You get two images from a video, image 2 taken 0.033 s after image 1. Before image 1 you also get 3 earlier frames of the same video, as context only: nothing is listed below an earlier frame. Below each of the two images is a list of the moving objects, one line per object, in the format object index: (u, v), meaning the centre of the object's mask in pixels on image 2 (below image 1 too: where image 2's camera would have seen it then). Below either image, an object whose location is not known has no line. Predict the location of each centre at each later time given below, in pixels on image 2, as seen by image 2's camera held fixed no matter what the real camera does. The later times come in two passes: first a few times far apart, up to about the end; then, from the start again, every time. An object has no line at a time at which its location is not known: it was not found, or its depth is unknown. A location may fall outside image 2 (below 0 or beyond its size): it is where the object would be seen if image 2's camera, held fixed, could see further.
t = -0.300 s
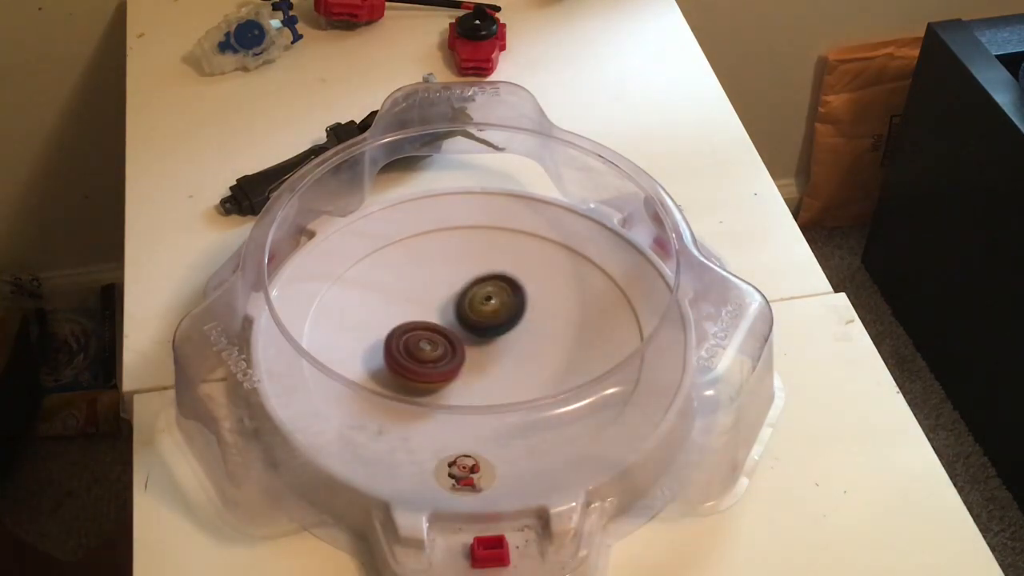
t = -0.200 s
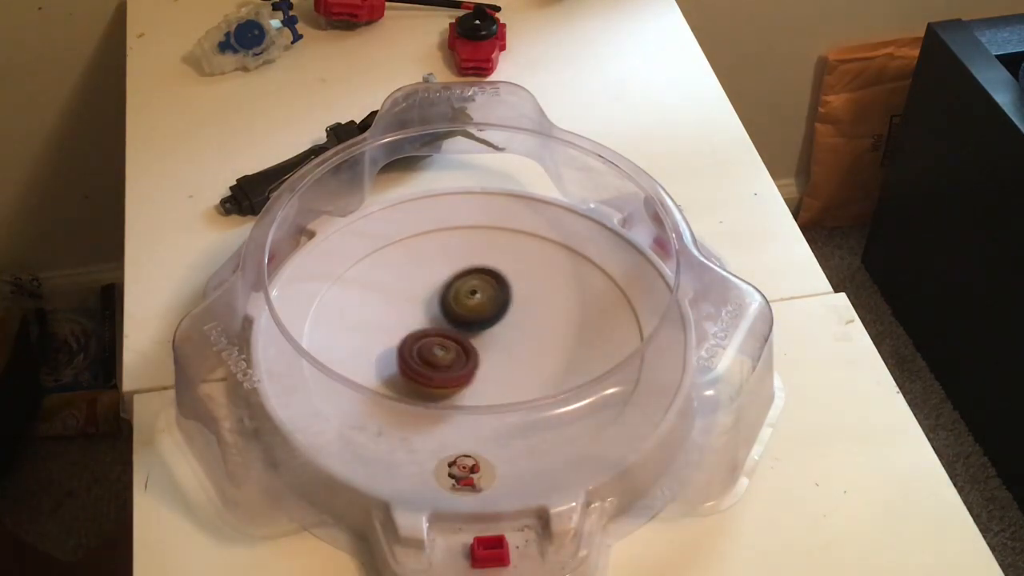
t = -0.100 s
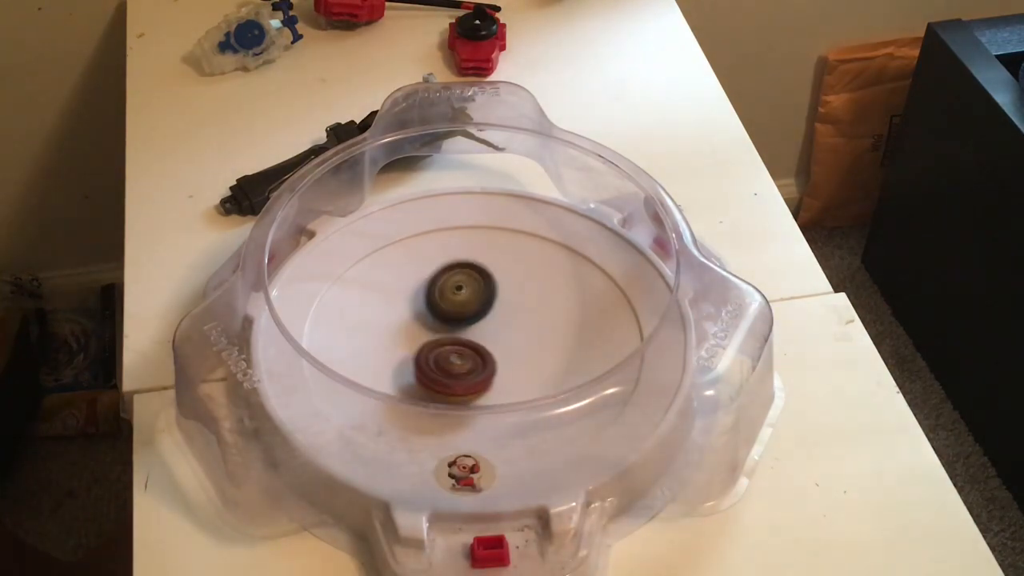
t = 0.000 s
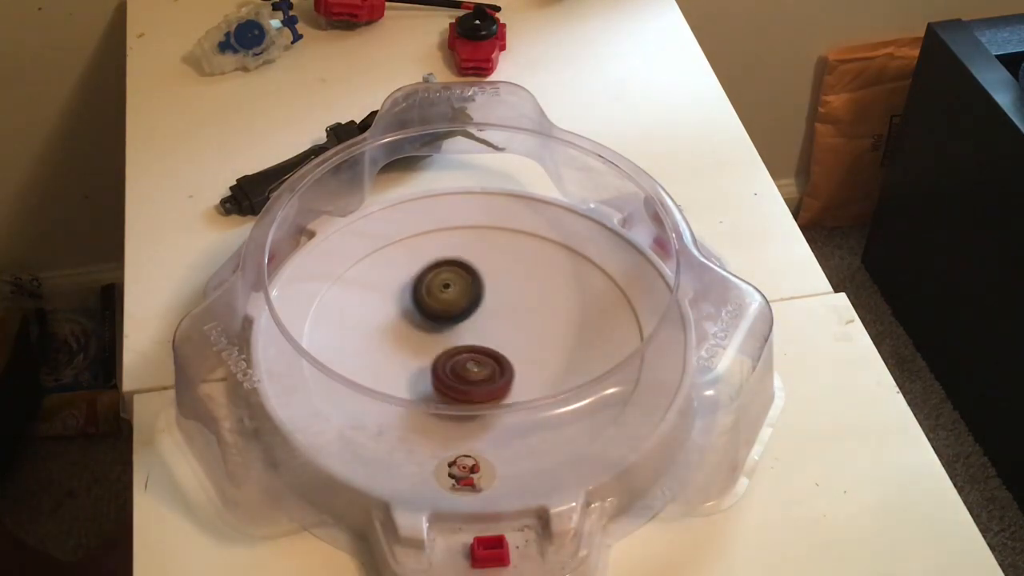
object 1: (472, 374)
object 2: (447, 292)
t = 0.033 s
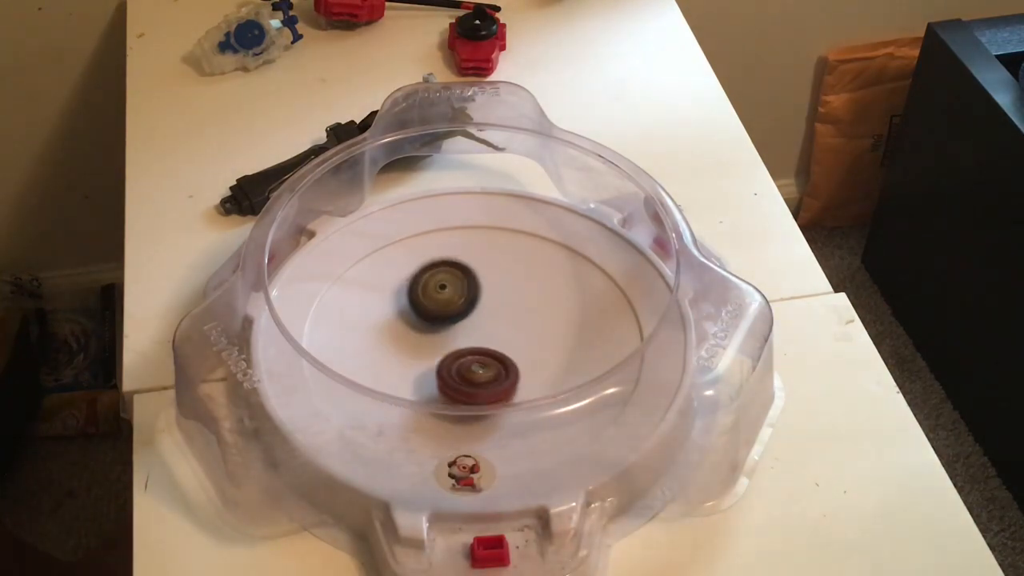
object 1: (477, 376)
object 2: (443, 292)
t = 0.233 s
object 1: (499, 377)
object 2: (429, 305)
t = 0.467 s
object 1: (510, 359)
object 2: (423, 331)
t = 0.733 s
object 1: (533, 322)
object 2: (426, 360)
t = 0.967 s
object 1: (522, 309)
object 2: (453, 372)
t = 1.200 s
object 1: (488, 301)
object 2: (488, 373)
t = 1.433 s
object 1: (451, 294)
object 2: (516, 361)
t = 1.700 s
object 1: (432, 312)
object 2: (526, 335)
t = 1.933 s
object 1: (420, 339)
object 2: (518, 312)
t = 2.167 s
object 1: (431, 356)
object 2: (493, 300)
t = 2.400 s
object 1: (466, 369)
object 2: (461, 299)
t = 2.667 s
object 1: (503, 369)
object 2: (431, 314)
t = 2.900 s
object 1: (516, 350)
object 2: (421, 337)
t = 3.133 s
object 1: (524, 321)
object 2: (432, 358)
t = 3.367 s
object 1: (508, 305)
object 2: (462, 369)
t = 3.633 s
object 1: (470, 298)
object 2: (501, 366)
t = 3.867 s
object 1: (442, 306)
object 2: (519, 349)
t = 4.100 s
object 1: (426, 327)
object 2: (521, 326)
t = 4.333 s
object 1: (429, 349)
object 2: (503, 308)
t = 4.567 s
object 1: (457, 364)
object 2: (470, 301)
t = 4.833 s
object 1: (496, 370)
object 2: (437, 311)
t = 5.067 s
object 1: (512, 351)
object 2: (424, 333)
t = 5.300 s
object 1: (519, 324)
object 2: (433, 356)
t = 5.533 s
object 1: (503, 306)
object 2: (463, 368)
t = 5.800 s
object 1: (467, 301)
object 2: (502, 364)
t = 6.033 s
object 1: (440, 314)
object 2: (519, 343)
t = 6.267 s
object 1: (428, 336)
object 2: (518, 320)
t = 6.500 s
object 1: (441, 355)
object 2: (492, 306)
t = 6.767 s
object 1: (480, 366)
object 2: (455, 305)
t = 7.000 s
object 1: (506, 357)
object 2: (434, 323)
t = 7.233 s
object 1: (516, 334)
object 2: (434, 346)
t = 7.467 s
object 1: (506, 312)
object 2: (457, 364)
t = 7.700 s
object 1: (478, 302)
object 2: (490, 366)
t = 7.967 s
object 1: (445, 312)
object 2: (514, 346)
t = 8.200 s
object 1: (433, 333)
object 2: (513, 323)
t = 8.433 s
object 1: (443, 354)
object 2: (489, 307)
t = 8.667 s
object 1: (476, 367)
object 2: (458, 305)
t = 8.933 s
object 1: (505, 357)
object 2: (434, 327)
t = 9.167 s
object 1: (519, 332)
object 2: (436, 350)
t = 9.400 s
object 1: (508, 310)
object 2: (464, 365)
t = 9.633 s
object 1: (475, 302)
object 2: (499, 362)
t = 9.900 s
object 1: (440, 316)
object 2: (516, 337)
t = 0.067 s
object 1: (482, 378)
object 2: (440, 293)
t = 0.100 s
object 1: (486, 378)
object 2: (437, 295)
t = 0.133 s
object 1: (490, 379)
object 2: (435, 297)
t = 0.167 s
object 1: (494, 379)
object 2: (433, 299)
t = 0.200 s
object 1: (497, 378)
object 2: (431, 302)
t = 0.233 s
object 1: (499, 377)
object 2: (429, 305)
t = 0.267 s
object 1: (500, 376)
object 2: (428, 308)
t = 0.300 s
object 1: (501, 374)
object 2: (427, 312)
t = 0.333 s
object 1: (503, 371)
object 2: (426, 316)
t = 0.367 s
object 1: (504, 369)
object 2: (425, 319)
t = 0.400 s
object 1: (505, 367)
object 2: (424, 323)
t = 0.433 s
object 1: (507, 364)
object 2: (424, 327)
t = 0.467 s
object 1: (510, 359)
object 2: (423, 331)
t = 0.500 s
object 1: (512, 355)
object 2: (423, 335)
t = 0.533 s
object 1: (515, 350)
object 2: (422, 339)
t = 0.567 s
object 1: (518, 346)
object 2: (421, 343)
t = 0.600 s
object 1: (522, 340)
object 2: (422, 347)
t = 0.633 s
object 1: (526, 335)
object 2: (422, 350)
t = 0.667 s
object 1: (529, 330)
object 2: (422, 354)
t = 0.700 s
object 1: (532, 326)
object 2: (424, 357)
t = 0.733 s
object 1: (533, 322)
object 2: (426, 360)
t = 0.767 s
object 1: (534, 319)
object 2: (429, 362)
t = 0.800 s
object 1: (534, 316)
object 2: (432, 365)
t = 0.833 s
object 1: (533, 314)
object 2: (435, 367)
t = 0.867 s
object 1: (531, 312)
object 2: (439, 369)
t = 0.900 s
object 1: (528, 311)
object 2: (444, 370)
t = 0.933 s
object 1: (525, 310)
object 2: (448, 372)
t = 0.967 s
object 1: (522, 309)
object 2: (453, 372)
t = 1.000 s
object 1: (518, 308)
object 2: (458, 373)
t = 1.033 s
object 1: (513, 307)
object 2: (463, 374)
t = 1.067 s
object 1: (509, 305)
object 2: (468, 374)
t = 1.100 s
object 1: (504, 304)
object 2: (472, 374)
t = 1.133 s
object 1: (499, 303)
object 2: (477, 374)
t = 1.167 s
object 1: (494, 302)
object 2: (483, 374)
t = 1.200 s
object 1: (488, 301)
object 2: (488, 373)
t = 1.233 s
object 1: (482, 299)
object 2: (493, 372)
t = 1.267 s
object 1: (476, 297)
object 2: (498, 371)
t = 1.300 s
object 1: (471, 296)
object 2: (502, 370)
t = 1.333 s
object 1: (465, 294)
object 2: (506, 368)
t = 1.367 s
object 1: (460, 293)
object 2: (510, 366)
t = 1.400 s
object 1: (455, 293)
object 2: (513, 364)
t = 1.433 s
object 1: (451, 294)
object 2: (516, 361)
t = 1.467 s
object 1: (448, 295)
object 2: (519, 359)
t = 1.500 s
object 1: (445, 296)
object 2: (521, 356)
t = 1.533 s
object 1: (442, 298)
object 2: (523, 353)
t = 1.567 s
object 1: (440, 300)
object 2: (524, 349)
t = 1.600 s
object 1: (438, 303)
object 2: (525, 346)
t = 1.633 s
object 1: (436, 306)
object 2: (525, 342)
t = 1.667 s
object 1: (435, 309)
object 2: (526, 338)
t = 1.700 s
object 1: (432, 312)
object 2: (526, 335)
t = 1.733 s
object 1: (430, 316)
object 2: (526, 331)
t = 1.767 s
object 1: (428, 319)
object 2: (526, 327)
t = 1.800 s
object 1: (426, 323)
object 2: (525, 324)
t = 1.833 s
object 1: (424, 327)
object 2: (524, 321)
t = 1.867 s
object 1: (422, 331)
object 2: (523, 318)
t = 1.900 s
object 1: (421, 335)
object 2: (521, 315)
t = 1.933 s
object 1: (420, 339)
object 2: (518, 312)
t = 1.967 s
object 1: (419, 344)
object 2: (516, 310)
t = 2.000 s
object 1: (419, 345)
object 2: (512, 308)
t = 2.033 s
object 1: (420, 348)
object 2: (509, 305)
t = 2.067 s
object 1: (422, 351)
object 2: (505, 303)
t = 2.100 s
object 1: (424, 353)
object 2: (501, 302)
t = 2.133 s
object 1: (427, 355)
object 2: (497, 300)
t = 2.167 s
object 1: (431, 356)
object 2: (493, 300)
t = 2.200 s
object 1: (435, 358)
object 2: (488, 299)
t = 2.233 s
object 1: (439, 360)
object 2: (484, 299)
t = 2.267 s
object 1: (444, 362)
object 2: (480, 298)
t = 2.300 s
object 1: (449, 364)
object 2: (475, 299)
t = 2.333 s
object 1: (455, 366)
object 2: (470, 298)
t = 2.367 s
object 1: (460, 369)
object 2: (466, 299)
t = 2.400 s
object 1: (466, 369)
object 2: (461, 299)
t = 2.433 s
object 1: (472, 370)
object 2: (456, 300)
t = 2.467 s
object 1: (477, 372)
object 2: (451, 301)
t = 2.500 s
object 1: (483, 372)
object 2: (447, 303)
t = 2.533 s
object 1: (488, 372)
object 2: (443, 304)
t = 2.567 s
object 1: (492, 372)
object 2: (440, 306)
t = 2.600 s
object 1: (496, 371)
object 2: (436, 309)
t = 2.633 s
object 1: (500, 370)
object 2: (433, 311)
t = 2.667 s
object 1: (503, 369)
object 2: (431, 314)
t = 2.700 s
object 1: (505, 368)
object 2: (429, 316)
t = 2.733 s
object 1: (508, 365)
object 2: (426, 319)
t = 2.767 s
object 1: (510, 363)
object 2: (425, 323)
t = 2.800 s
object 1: (512, 360)
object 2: (423, 326)
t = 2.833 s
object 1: (513, 357)
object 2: (422, 330)
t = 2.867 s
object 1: (515, 354)
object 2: (421, 333)
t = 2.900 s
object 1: (516, 350)
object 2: (421, 337)
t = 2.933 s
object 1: (518, 346)
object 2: (421, 340)
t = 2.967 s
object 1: (520, 341)
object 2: (421, 343)
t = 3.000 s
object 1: (522, 337)
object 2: (422, 347)
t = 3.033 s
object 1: (523, 332)
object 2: (424, 350)
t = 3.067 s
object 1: (524, 328)
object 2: (426, 352)
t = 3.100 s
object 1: (524, 325)
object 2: (429, 355)
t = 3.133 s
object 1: (524, 321)
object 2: (432, 358)
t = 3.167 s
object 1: (524, 318)
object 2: (436, 359)
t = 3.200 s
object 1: (522, 316)
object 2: (439, 361)
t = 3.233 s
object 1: (520, 313)
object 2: (444, 363)
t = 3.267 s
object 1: (517, 311)
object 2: (448, 365)
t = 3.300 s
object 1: (514, 309)
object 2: (452, 366)
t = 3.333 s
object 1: (511, 307)
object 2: (457, 367)
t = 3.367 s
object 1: (508, 305)
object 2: (462, 369)
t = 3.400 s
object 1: (504, 304)
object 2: (467, 369)
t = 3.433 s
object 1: (500, 303)
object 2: (472, 371)
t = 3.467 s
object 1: (495, 302)
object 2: (477, 371)
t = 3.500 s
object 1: (491, 301)
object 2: (482, 370)
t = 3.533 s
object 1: (486, 300)
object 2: (487, 370)
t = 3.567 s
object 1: (481, 299)
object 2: (492, 369)
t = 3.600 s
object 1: (475, 299)
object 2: (496, 368)
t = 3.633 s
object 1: (470, 298)
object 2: (501, 366)
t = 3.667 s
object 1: (465, 298)
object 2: (504, 365)
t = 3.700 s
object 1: (461, 299)
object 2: (508, 363)
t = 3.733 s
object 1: (456, 300)
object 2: (511, 361)
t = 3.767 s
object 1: (452, 301)
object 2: (514, 358)
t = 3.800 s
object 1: (449, 303)
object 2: (516, 355)
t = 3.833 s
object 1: (445, 305)
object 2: (518, 352)
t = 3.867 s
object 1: (442, 306)
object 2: (519, 349)
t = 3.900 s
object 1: (439, 309)
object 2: (520, 345)
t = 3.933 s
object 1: (436, 312)
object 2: (521, 342)
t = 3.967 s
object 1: (433, 314)
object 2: (522, 339)
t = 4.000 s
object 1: (431, 317)
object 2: (523, 335)
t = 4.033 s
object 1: (429, 320)
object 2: (523, 331)
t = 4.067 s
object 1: (427, 324)
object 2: (523, 328)
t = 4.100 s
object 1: (426, 327)
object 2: (521, 326)
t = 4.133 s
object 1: (425, 331)
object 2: (520, 323)
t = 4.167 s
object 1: (424, 335)
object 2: (518, 320)
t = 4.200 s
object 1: (424, 338)
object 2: (516, 317)
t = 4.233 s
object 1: (424, 341)
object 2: (513, 315)
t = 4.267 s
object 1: (425, 345)
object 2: (510, 312)
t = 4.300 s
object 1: (426, 347)
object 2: (506, 310)
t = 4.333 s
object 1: (429, 349)
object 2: (503, 308)
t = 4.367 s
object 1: (432, 351)
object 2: (499, 306)
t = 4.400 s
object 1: (434, 353)
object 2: (494, 305)
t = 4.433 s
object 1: (438, 356)
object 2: (490, 304)
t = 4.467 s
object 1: (442, 358)
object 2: (485, 303)
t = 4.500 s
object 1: (446, 361)
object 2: (480, 302)
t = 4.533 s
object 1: (451, 362)
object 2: (475, 302)
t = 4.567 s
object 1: (457, 364)
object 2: (470, 301)
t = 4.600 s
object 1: (462, 366)
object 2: (465, 301)
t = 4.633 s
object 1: (468, 367)
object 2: (461, 301)
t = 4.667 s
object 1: (473, 368)
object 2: (456, 302)
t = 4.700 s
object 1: (479, 368)
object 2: (451, 304)
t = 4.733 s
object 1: (484, 371)
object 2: (447, 305)
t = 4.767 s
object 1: (489, 371)
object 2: (443, 307)
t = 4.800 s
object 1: (493, 370)
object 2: (440, 309)
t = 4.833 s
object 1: (496, 370)
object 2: (437, 311)
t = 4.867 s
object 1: (499, 368)
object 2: (434, 314)
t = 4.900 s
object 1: (502, 365)
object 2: (432, 317)
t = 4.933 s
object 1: (505, 363)
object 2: (430, 320)
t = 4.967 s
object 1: (507, 360)
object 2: (428, 323)
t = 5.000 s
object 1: (509, 357)
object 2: (426, 326)
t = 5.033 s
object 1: (511, 354)
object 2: (425, 330)
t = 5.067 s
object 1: (512, 351)
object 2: (424, 333)
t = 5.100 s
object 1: (514, 347)
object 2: (424, 337)
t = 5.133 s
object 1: (516, 343)
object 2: (424, 341)
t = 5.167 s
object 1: (517, 339)
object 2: (425, 344)
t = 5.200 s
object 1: (518, 335)
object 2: (426, 348)
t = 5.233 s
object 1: (519, 331)
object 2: (428, 350)
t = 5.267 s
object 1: (519, 327)
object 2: (430, 353)
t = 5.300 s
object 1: (519, 324)
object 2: (433, 356)
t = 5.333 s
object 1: (518, 320)
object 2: (436, 359)
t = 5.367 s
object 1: (517, 317)
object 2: (440, 361)
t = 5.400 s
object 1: (514, 314)
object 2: (444, 363)
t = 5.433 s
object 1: (512, 311)
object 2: (448, 364)
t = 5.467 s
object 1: (510, 309)
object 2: (453, 366)
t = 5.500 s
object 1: (506, 307)
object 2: (457, 367)
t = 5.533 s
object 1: (503, 306)
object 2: (463, 368)
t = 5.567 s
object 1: (499, 305)
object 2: (468, 369)
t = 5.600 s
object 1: (495, 304)
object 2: (473, 369)
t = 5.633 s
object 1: (491, 303)
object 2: (479, 369)
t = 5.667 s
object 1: (486, 302)
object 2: (484, 369)
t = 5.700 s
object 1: (481, 301)
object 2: (489, 369)
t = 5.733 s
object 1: (477, 301)
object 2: (494, 367)
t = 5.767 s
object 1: (472, 301)
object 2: (498, 365)
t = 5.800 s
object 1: (467, 301)
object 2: (502, 364)
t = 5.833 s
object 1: (463, 302)
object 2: (506, 362)
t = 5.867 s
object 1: (459, 303)
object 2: (509, 359)
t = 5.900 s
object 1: (455, 304)
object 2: (512, 357)
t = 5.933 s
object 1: (451, 306)
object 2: (514, 354)
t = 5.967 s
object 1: (447, 309)
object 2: (516, 351)
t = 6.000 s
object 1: (444, 311)
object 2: (518, 347)
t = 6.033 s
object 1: (440, 314)
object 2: (519, 343)
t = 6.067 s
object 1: (437, 316)
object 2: (521, 339)
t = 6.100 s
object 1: (435, 319)
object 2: (522, 336)
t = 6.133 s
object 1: (433, 323)
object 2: (522, 332)
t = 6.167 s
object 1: (431, 327)
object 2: (522, 329)
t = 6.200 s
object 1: (429, 330)
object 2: (521, 326)
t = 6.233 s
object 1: (429, 333)
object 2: (519, 323)
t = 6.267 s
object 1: (428, 336)
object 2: (518, 320)
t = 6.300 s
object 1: (428, 340)
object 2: (515, 317)
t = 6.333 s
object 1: (429, 343)
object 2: (512, 315)
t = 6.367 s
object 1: (430, 345)
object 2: (509, 312)
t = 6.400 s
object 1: (432, 349)
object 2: (505, 310)
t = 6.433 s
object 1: (434, 351)
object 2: (501, 308)
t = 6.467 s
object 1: (437, 353)
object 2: (496, 307)
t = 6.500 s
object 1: (441, 355)
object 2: (492, 306)
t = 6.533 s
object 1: (444, 358)
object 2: (487, 304)
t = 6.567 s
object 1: (448, 359)
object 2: (482, 303)
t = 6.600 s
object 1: (453, 361)
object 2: (478, 303)
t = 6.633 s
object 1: (458, 362)
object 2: (473, 302)
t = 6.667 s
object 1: (464, 364)
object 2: (468, 302)
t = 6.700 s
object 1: (469, 366)
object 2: (464, 303)
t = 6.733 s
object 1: (475, 366)
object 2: (460, 304)
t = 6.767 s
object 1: (480, 366)
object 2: (455, 305)
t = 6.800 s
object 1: (485, 366)
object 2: (451, 307)
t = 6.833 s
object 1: (489, 366)
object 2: (448, 309)
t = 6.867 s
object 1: (494, 365)
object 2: (444, 312)
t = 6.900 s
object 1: (497, 363)
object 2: (442, 314)
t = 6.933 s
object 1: (501, 362)
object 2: (439, 317)
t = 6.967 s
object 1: (504, 360)
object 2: (436, 320)
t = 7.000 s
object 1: (506, 357)
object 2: (434, 323)
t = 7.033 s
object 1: (509, 356)
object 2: (432, 327)
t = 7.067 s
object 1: (511, 352)
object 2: (432, 330)
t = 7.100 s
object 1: (512, 349)
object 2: (431, 333)
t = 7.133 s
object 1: (513, 345)
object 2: (431, 337)
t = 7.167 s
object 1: (515, 342)
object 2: (431, 340)
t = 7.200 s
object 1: (516, 338)
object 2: (432, 343)
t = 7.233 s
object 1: (516, 334)
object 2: (434, 346)
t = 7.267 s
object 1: (517, 330)
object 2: (436, 350)
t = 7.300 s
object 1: (516, 327)
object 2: (438, 353)
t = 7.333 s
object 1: (515, 323)
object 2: (441, 355)
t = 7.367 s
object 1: (514, 320)
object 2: (445, 358)
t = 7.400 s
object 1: (512, 317)
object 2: (449, 360)
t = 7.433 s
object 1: (510, 314)
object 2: (452, 362)
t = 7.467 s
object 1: (506, 312)
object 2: (457, 364)
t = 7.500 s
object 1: (503, 310)
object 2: (461, 366)
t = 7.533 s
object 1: (500, 308)
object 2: (466, 366)
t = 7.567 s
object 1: (496, 306)
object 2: (471, 368)
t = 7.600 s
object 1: (492, 305)
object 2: (476, 367)
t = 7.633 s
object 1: (487, 304)
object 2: (481, 368)
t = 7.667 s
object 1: (483, 303)
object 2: (486, 367)
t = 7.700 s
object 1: (478, 302)
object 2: (490, 366)
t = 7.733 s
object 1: (474, 302)
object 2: (494, 365)
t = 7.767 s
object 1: (469, 302)
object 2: (497, 363)
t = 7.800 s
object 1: (465, 303)
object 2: (501, 361)
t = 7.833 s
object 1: (460, 304)
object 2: (505, 359)
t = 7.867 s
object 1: (456, 305)
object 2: (508, 356)
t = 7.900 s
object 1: (452, 307)
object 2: (510, 353)
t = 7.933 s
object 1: (449, 309)
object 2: (512, 350)
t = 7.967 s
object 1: (445, 312)
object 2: (514, 346)
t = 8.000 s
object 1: (442, 315)
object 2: (516, 343)
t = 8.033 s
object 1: (439, 317)
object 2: (516, 339)
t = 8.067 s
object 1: (437, 320)
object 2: (517, 336)
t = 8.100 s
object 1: (435, 323)
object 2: (517, 332)
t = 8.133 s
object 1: (434, 326)
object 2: (516, 329)
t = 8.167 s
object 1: (433, 330)
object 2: (515, 326)
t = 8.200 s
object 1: (433, 333)
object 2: (513, 323)
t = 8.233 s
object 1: (432, 337)
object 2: (511, 320)
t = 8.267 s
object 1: (433, 340)
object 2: (508, 317)
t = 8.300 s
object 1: (434, 343)
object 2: (505, 315)
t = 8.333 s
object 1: (435, 347)
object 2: (501, 313)
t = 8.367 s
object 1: (437, 349)
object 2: (498, 311)
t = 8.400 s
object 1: (440, 351)
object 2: (494, 308)
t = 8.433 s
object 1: (443, 354)
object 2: (489, 307)
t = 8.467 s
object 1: (446, 356)
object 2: (485, 305)
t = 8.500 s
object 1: (451, 359)
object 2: (480, 304)
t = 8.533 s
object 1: (456, 361)
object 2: (476, 304)
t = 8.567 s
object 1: (460, 363)
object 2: (471, 303)
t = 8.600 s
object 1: (466, 365)
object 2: (466, 303)
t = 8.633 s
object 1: (471, 366)
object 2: (462, 304)
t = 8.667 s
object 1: (476, 367)
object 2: (458, 305)
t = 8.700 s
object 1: (481, 367)
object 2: (454, 307)
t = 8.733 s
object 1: (485, 367)
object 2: (450, 309)
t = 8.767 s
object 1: (489, 366)
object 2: (447, 311)
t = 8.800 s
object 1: (493, 365)
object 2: (443, 314)
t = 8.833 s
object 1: (497, 364)
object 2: (440, 317)
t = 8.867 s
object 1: (500, 362)
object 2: (438, 320)
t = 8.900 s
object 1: (502, 360)
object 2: (436, 324)
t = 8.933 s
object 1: (505, 357)
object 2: (434, 327)
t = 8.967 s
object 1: (507, 354)
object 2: (433, 330)
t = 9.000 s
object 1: (509, 351)
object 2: (432, 334)
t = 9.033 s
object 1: (512, 347)
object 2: (431, 338)
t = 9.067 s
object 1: (514, 343)
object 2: (430, 341)
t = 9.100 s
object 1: (517, 339)
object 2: (431, 344)
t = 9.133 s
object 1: (518, 336)
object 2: (433, 347)
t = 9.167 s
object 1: (519, 332)
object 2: (436, 350)
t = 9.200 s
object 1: (520, 328)
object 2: (438, 353)
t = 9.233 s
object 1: (519, 324)
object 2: (442, 355)
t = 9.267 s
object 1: (518, 321)
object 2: (446, 358)
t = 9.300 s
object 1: (517, 318)
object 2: (450, 360)
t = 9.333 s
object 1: (514, 315)
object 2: (454, 362)
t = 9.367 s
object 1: (511, 312)
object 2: (459, 363)
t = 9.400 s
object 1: (508, 310)
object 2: (464, 365)
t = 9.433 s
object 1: (504, 308)
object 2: (469, 365)
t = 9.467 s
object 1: (500, 306)
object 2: (475, 366)
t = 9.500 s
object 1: (495, 305)
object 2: (480, 366)
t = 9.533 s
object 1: (490, 304)
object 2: (485, 366)
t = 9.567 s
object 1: (485, 303)
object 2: (491, 365)
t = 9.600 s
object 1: (480, 302)
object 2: (495, 364)
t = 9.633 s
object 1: (475, 302)
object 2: (499, 362)
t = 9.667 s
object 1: (470, 302)
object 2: (503, 360)
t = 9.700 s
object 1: (465, 303)
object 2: (506, 358)
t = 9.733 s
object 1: (460, 304)
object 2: (509, 355)
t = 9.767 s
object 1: (456, 306)
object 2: (512, 352)
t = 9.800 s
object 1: (451, 308)
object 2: (513, 349)
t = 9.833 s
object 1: (447, 310)
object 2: (515, 345)
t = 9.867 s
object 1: (443, 314)
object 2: (516, 341)
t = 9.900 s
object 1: (440, 316)
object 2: (516, 337)
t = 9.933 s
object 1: (437, 319)
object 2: (516, 333)
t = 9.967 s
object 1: (435, 322)
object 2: (516, 330)
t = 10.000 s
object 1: (433, 326)
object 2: (515, 326)
